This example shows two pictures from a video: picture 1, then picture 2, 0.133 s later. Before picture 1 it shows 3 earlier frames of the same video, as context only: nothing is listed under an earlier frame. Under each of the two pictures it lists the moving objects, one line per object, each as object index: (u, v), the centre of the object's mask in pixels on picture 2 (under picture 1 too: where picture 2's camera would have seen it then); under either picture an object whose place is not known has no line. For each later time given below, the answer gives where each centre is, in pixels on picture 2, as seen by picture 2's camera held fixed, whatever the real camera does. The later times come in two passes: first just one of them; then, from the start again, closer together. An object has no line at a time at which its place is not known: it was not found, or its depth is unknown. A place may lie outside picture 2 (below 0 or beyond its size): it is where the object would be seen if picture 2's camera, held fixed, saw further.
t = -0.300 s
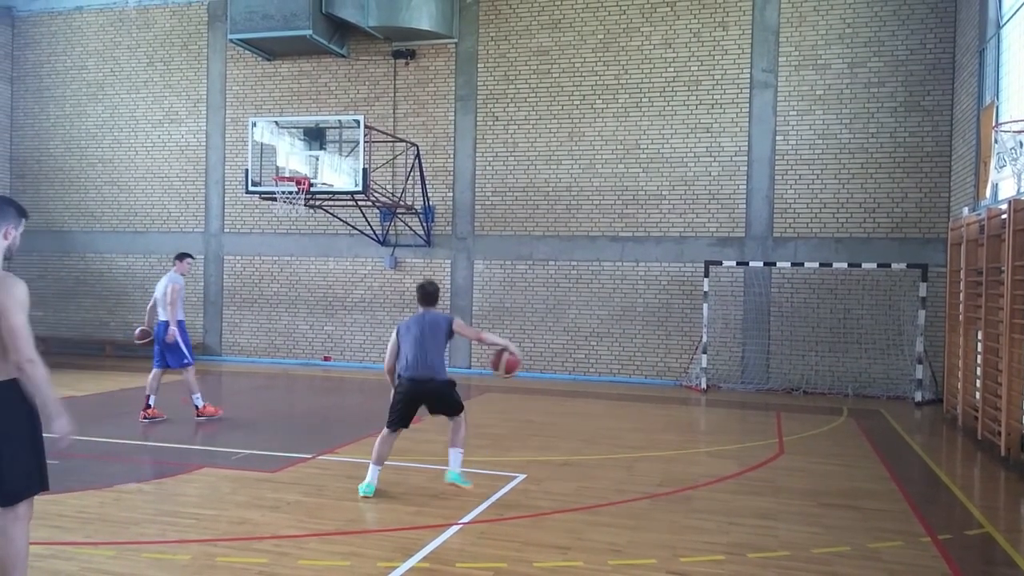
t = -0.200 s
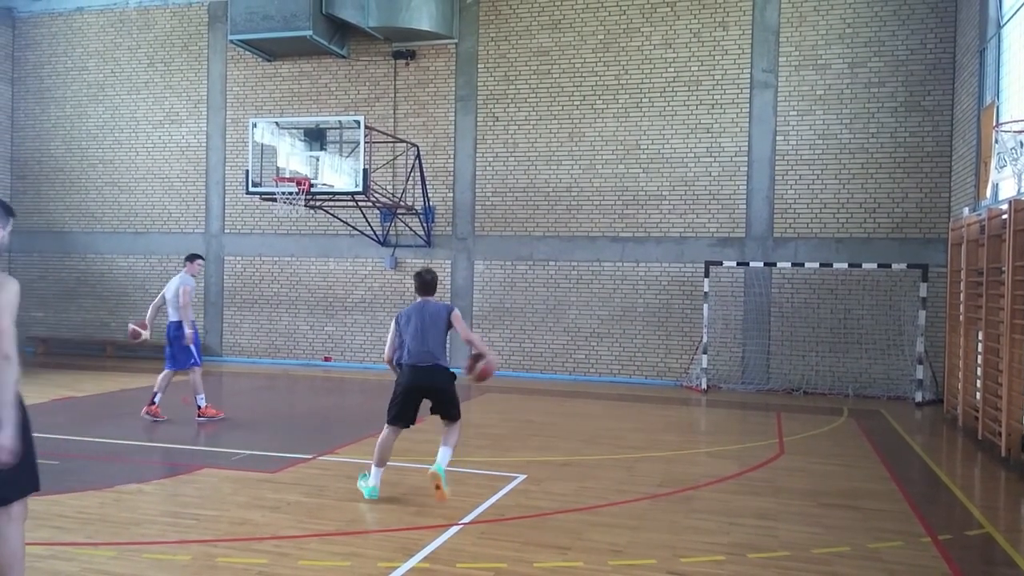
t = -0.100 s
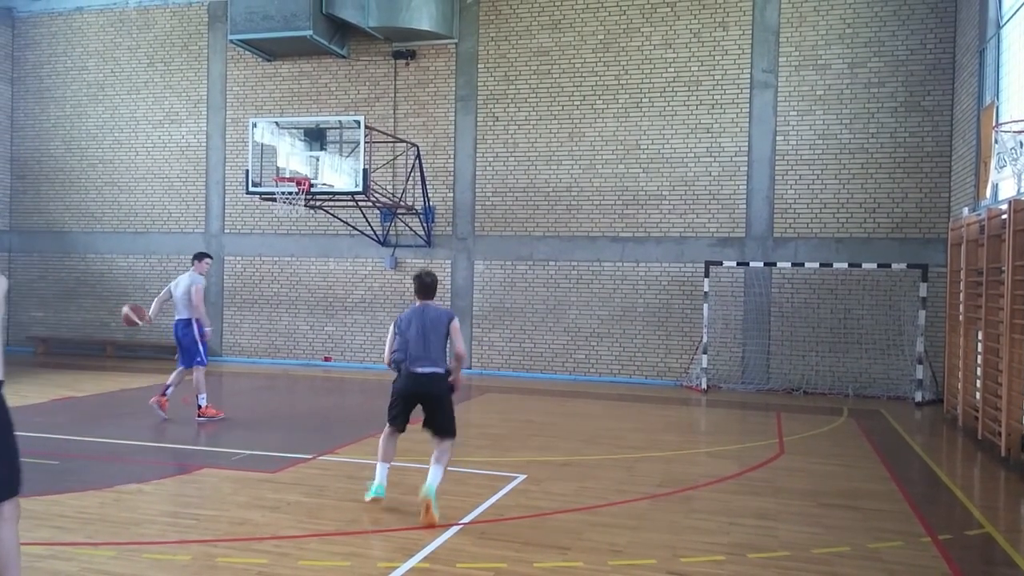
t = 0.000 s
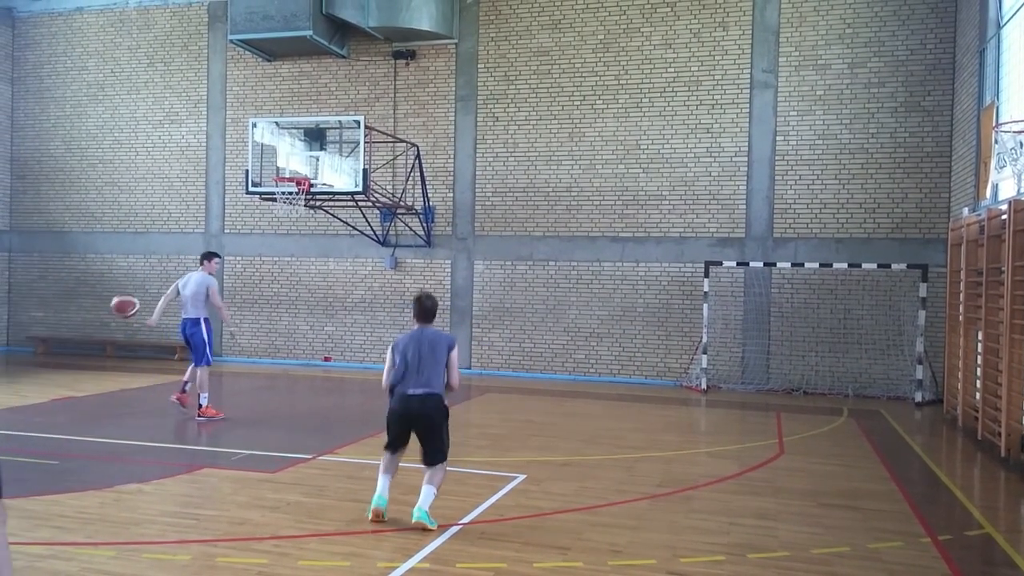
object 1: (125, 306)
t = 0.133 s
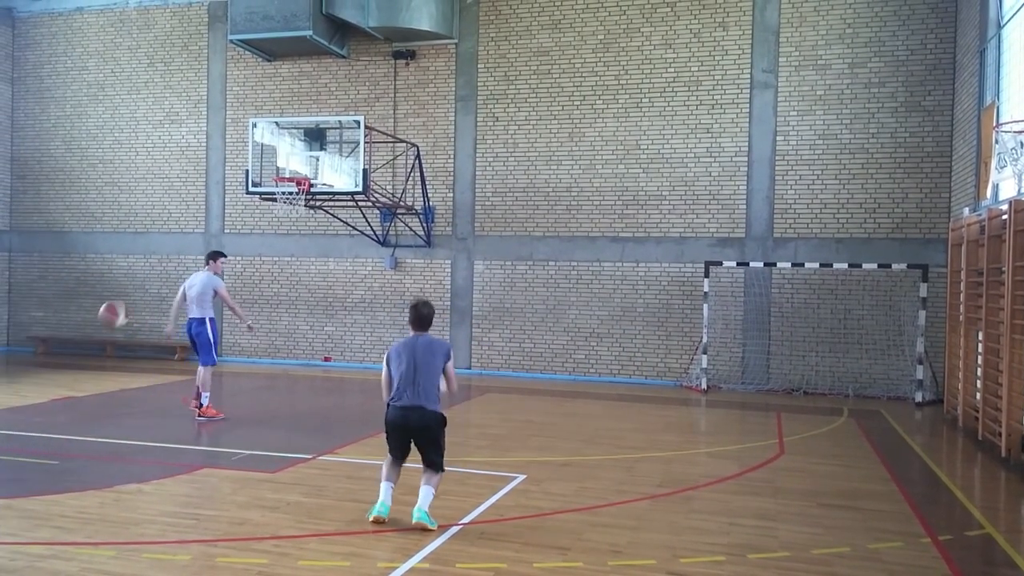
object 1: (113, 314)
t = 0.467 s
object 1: (68, 460)
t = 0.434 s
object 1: (76, 431)
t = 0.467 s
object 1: (68, 460)
